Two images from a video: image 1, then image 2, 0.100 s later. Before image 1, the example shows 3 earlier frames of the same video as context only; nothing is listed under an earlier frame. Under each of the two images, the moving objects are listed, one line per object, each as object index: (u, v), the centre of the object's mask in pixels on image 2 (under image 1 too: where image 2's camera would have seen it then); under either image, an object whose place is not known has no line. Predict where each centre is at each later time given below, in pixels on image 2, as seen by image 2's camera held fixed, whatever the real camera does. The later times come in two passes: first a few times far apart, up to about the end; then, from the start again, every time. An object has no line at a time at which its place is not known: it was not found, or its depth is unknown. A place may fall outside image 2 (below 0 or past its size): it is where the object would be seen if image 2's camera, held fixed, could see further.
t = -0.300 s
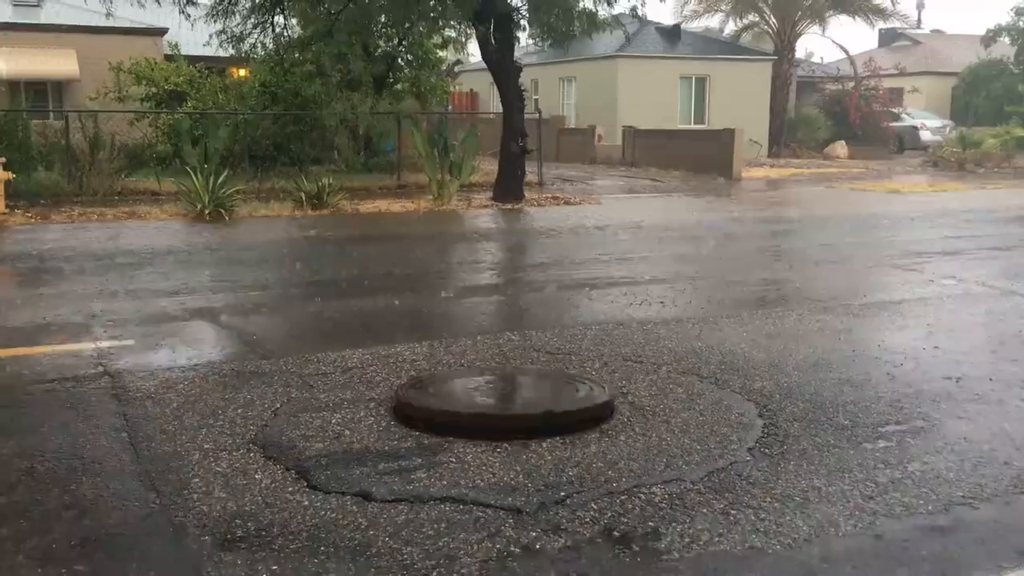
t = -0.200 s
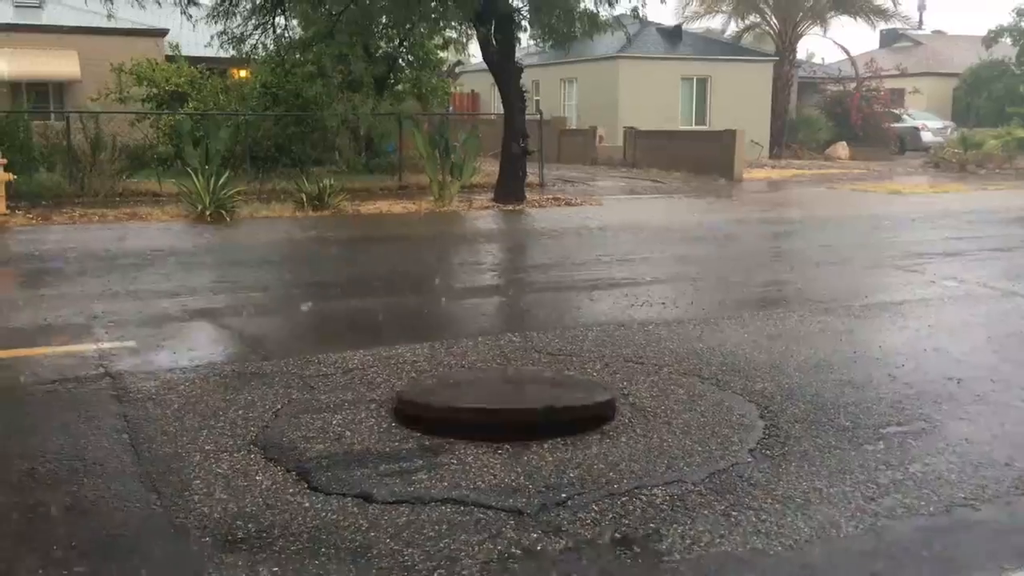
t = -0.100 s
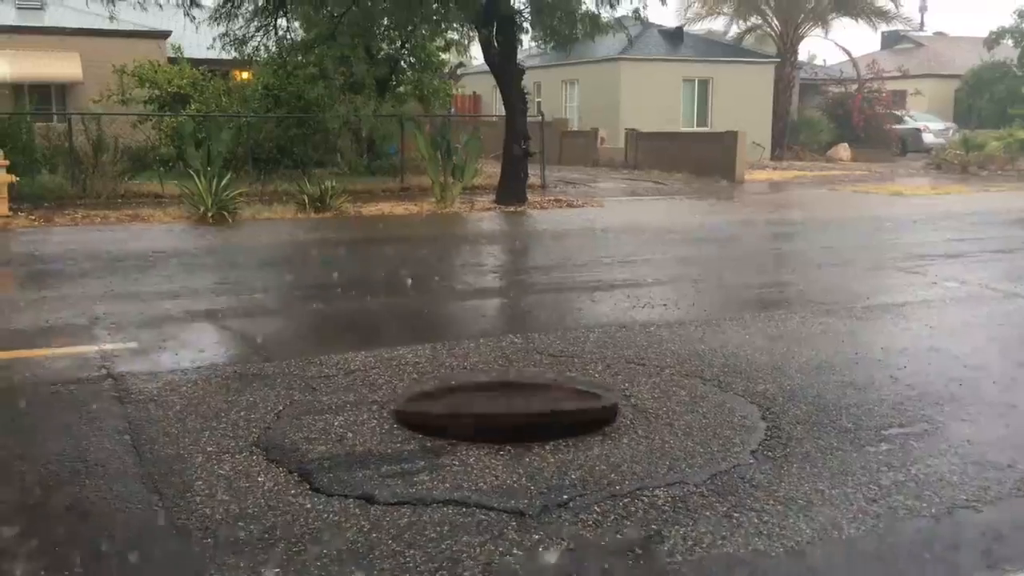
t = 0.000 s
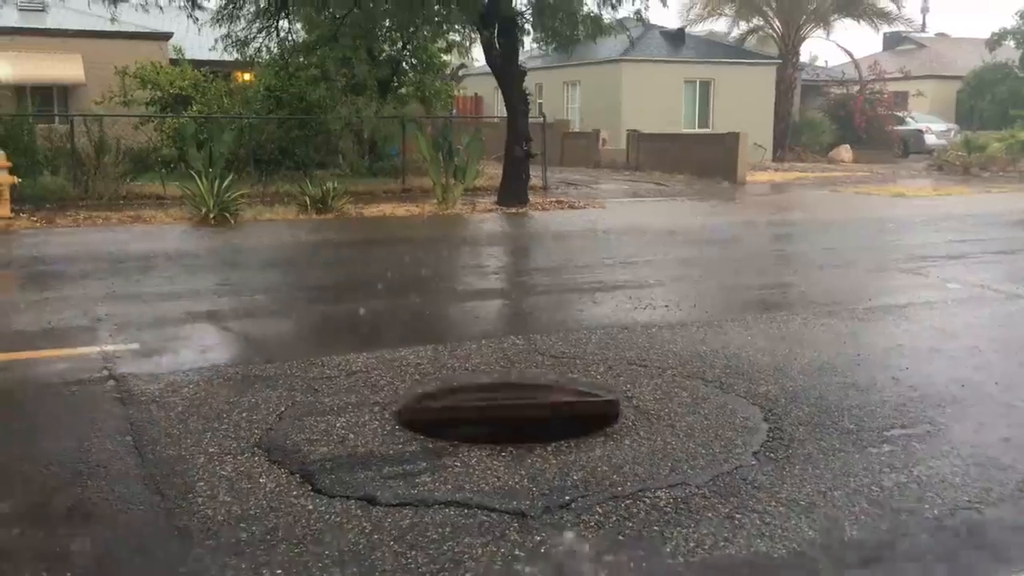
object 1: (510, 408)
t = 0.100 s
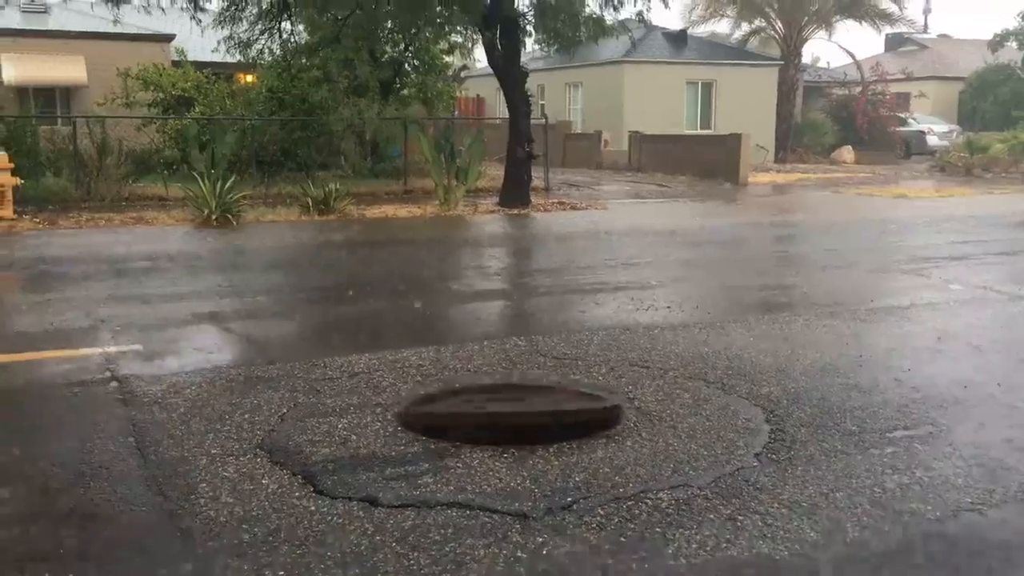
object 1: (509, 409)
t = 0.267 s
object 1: (510, 408)
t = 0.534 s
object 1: (508, 398)
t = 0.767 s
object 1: (508, 397)
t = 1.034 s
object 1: (509, 406)
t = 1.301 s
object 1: (509, 408)
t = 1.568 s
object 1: (517, 412)
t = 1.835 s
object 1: (515, 412)
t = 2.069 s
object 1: (506, 408)
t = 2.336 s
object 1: (508, 410)
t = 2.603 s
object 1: (511, 407)
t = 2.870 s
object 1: (509, 407)
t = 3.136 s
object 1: (508, 407)
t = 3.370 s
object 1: (507, 410)
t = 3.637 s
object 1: (509, 411)
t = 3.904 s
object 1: (515, 403)
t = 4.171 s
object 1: (516, 404)
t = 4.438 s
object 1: (508, 407)
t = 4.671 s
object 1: (508, 414)
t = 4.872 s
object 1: (505, 413)
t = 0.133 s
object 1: (509, 409)
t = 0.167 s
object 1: (509, 408)
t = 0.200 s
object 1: (509, 408)
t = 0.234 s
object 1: (509, 408)
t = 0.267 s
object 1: (510, 408)
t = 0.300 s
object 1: (510, 408)
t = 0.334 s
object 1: (509, 407)
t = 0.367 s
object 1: (509, 407)
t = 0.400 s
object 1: (510, 404)
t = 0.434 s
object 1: (508, 403)
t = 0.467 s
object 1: (508, 401)
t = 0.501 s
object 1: (509, 398)
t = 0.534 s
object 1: (508, 398)
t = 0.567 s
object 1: (508, 398)
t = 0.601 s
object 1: (507, 397)
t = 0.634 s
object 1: (509, 397)
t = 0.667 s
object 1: (508, 398)
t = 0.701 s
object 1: (508, 397)
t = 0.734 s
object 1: (509, 397)
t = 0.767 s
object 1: (508, 397)
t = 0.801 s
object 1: (508, 397)
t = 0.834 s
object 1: (508, 397)
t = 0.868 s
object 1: (508, 397)
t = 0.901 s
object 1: (508, 397)
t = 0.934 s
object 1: (507, 398)
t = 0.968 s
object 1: (508, 398)
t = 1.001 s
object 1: (509, 407)
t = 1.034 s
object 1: (509, 406)
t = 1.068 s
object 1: (509, 407)
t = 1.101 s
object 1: (508, 407)
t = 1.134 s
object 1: (508, 407)
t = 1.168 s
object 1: (510, 407)
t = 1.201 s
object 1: (509, 408)
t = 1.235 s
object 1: (509, 408)
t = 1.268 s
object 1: (509, 408)
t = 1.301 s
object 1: (509, 408)
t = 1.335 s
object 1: (509, 408)
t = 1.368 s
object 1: (509, 408)
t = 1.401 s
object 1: (510, 408)
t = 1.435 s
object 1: (510, 408)
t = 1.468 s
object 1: (511, 409)
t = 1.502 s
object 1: (513, 409)
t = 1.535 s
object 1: (516, 410)
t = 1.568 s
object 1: (517, 412)
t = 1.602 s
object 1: (516, 412)
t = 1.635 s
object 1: (517, 412)
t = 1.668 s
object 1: (517, 412)
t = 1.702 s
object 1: (517, 412)
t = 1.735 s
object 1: (516, 412)
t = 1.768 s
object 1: (516, 412)
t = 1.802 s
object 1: (515, 412)
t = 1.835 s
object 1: (515, 412)
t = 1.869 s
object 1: (514, 412)
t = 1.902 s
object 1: (514, 412)
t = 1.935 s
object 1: (513, 412)
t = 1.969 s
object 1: (511, 411)
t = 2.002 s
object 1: (508, 409)
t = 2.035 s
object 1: (506, 408)
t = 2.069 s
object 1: (506, 408)
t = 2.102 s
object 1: (505, 407)
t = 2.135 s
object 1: (504, 407)
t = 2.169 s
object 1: (504, 407)
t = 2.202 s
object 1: (505, 408)
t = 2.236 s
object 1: (505, 409)
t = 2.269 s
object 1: (506, 410)
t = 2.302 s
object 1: (507, 410)
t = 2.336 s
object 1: (508, 410)
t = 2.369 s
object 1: (508, 410)
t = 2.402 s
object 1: (509, 409)
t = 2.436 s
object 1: (509, 408)
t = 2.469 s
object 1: (509, 408)
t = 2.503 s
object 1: (510, 408)
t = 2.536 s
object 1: (510, 407)
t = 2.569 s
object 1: (511, 407)
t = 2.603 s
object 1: (511, 407)
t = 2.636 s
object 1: (511, 407)
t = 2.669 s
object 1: (511, 407)
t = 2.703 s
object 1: (511, 407)
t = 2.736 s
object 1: (511, 407)
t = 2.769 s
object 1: (511, 407)
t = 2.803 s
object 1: (510, 407)
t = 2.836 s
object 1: (509, 407)
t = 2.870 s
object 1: (509, 407)
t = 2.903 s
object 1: (509, 407)
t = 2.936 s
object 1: (508, 407)
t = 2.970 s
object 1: (507, 407)
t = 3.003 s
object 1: (507, 407)
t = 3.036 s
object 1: (508, 407)
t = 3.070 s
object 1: (509, 407)
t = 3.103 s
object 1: (507, 407)
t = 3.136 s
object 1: (508, 407)
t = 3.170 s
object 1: (507, 408)
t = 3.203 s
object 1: (507, 409)
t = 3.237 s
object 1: (508, 409)
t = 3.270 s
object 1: (508, 410)
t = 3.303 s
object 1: (507, 410)
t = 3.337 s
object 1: (507, 410)
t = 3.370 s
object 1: (507, 410)
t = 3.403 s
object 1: (506, 412)
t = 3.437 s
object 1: (507, 412)
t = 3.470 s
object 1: (507, 412)
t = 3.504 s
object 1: (509, 411)
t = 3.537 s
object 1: (510, 411)
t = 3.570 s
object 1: (511, 411)
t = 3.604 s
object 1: (511, 411)
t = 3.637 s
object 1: (509, 411)
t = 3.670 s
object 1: (509, 408)
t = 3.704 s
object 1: (510, 408)
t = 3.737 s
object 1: (511, 406)
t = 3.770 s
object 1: (513, 405)
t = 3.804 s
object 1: (514, 404)
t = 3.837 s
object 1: (514, 403)
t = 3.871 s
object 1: (514, 403)
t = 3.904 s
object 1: (515, 403)
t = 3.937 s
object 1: (516, 403)
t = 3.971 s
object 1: (517, 404)
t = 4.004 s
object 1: (517, 404)
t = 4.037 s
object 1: (517, 404)
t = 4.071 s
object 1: (517, 403)
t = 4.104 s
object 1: (516, 403)
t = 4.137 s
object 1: (516, 403)
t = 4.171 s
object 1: (516, 404)
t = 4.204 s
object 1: (516, 404)
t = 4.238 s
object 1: (516, 404)
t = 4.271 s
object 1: (515, 406)
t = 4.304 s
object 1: (514, 407)
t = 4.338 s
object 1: (513, 406)
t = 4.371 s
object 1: (511, 407)
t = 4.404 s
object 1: (509, 407)
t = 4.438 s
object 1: (508, 407)
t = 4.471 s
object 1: (506, 408)
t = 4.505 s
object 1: (506, 409)
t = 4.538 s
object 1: (506, 409)
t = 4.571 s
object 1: (507, 410)
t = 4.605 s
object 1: (505, 412)
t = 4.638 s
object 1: (506, 413)
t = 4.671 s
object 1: (508, 414)
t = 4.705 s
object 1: (507, 414)
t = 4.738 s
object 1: (506, 414)
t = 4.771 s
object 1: (506, 413)
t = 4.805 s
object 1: (506, 413)
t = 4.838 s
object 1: (505, 413)
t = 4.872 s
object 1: (505, 413)
